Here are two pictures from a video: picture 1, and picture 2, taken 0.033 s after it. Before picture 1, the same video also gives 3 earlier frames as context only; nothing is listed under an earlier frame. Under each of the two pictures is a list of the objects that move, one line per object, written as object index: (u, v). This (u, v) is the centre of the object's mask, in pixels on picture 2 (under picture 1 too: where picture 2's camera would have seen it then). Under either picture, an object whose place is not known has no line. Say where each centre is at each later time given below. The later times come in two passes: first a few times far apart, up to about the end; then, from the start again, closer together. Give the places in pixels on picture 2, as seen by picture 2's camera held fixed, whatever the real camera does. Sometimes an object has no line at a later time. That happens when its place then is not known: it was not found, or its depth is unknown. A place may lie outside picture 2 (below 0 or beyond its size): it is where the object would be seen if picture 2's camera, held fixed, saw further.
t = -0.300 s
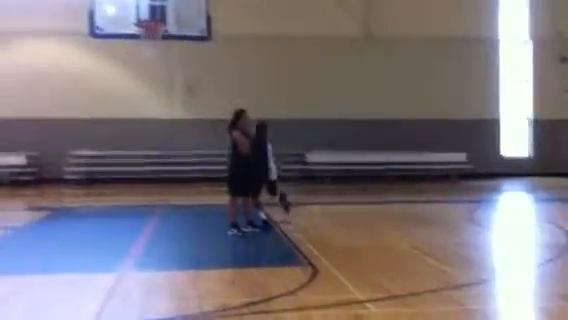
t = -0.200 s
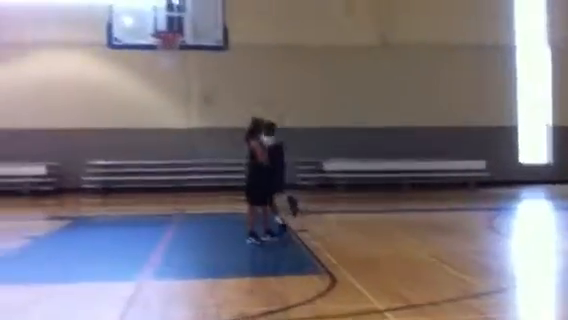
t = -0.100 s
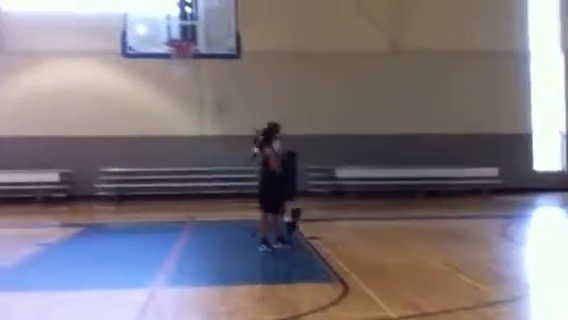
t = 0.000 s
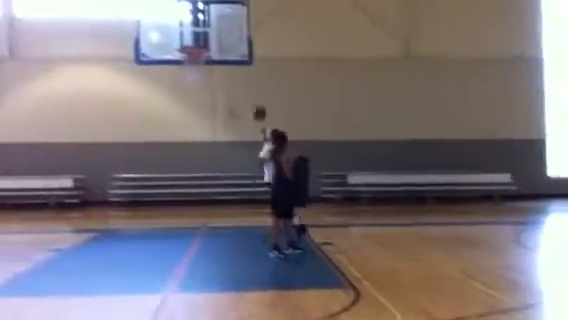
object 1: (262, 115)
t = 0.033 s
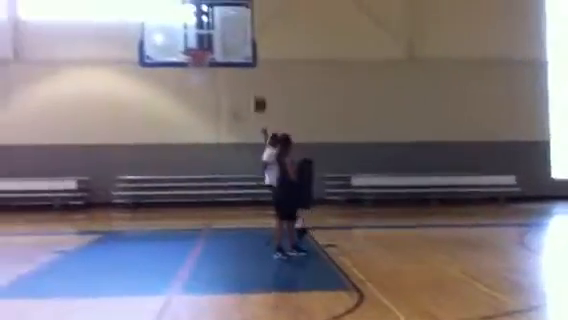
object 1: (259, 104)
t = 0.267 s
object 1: (238, 50)
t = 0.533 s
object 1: (218, 29)
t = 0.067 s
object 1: (256, 94)
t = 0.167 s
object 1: (247, 69)
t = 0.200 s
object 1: (246, 62)
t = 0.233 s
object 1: (242, 56)
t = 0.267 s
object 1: (238, 50)
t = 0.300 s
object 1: (235, 45)
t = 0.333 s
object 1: (232, 41)
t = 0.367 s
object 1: (229, 38)
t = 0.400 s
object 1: (227, 35)
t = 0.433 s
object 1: (224, 33)
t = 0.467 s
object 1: (221, 32)
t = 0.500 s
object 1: (219, 31)
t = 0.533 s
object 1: (218, 29)
